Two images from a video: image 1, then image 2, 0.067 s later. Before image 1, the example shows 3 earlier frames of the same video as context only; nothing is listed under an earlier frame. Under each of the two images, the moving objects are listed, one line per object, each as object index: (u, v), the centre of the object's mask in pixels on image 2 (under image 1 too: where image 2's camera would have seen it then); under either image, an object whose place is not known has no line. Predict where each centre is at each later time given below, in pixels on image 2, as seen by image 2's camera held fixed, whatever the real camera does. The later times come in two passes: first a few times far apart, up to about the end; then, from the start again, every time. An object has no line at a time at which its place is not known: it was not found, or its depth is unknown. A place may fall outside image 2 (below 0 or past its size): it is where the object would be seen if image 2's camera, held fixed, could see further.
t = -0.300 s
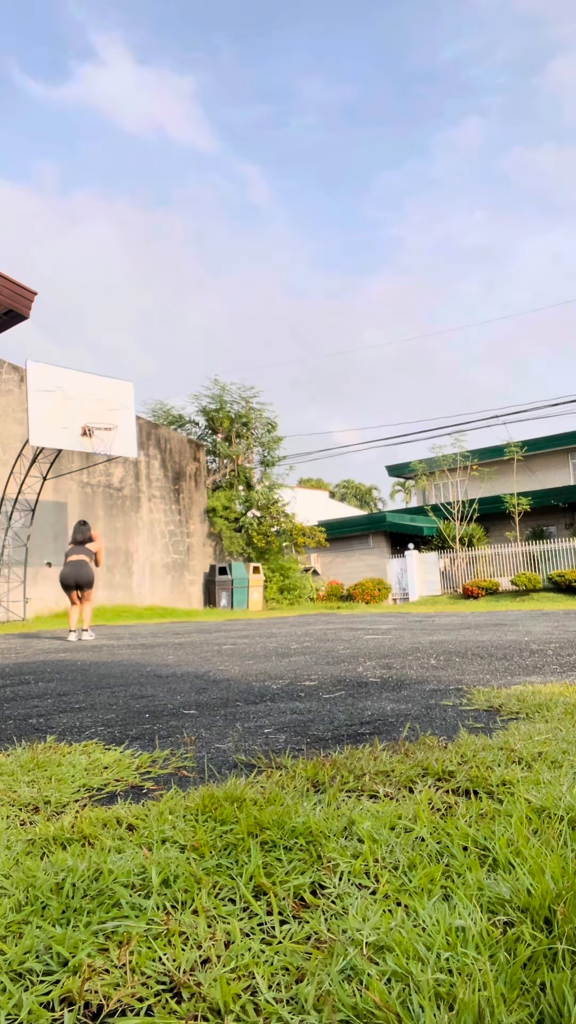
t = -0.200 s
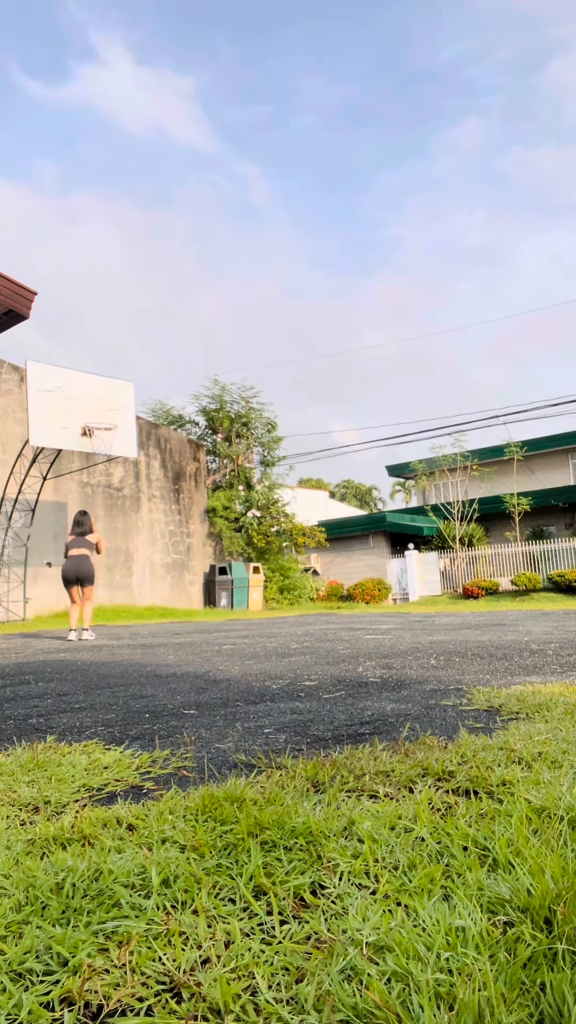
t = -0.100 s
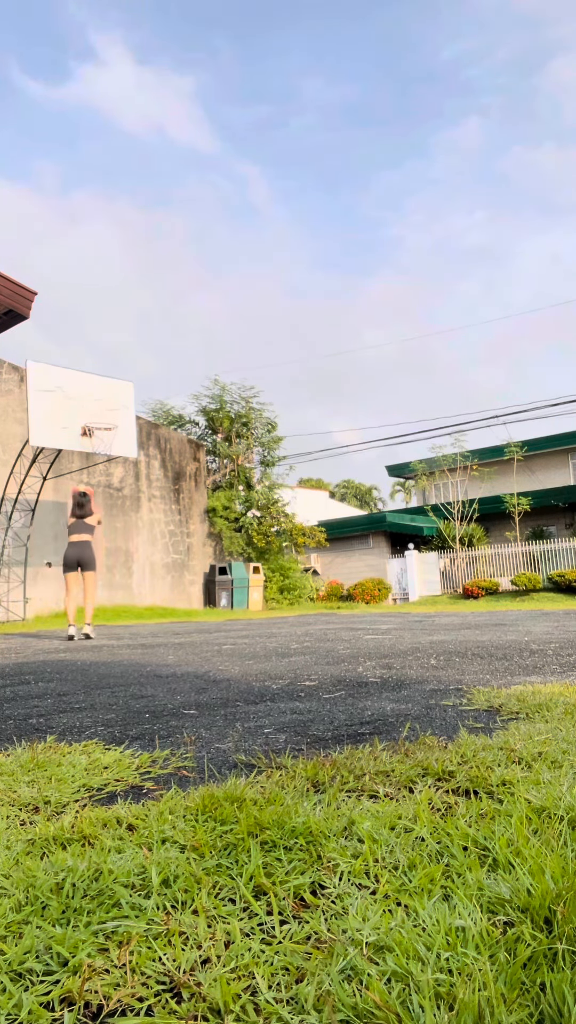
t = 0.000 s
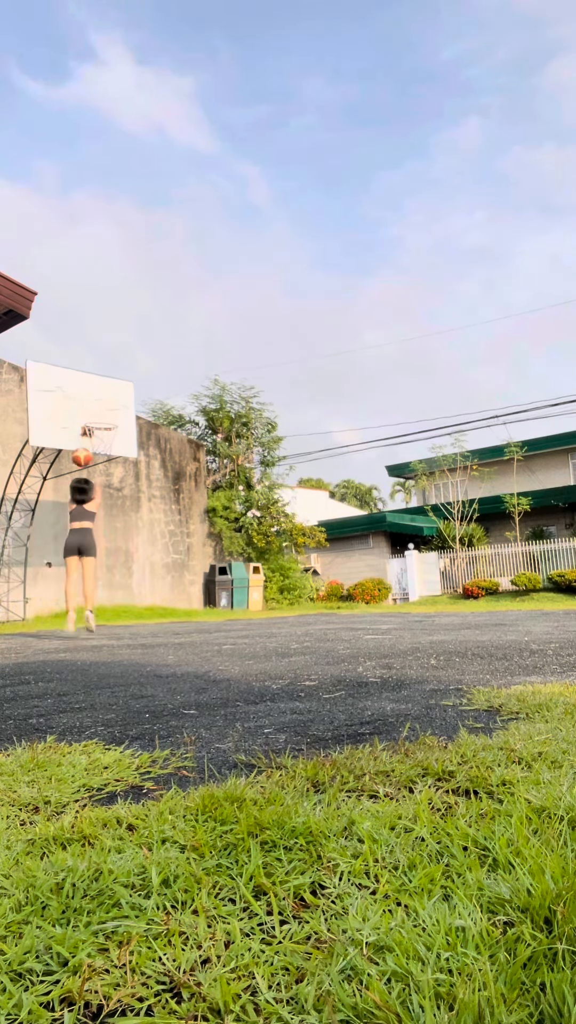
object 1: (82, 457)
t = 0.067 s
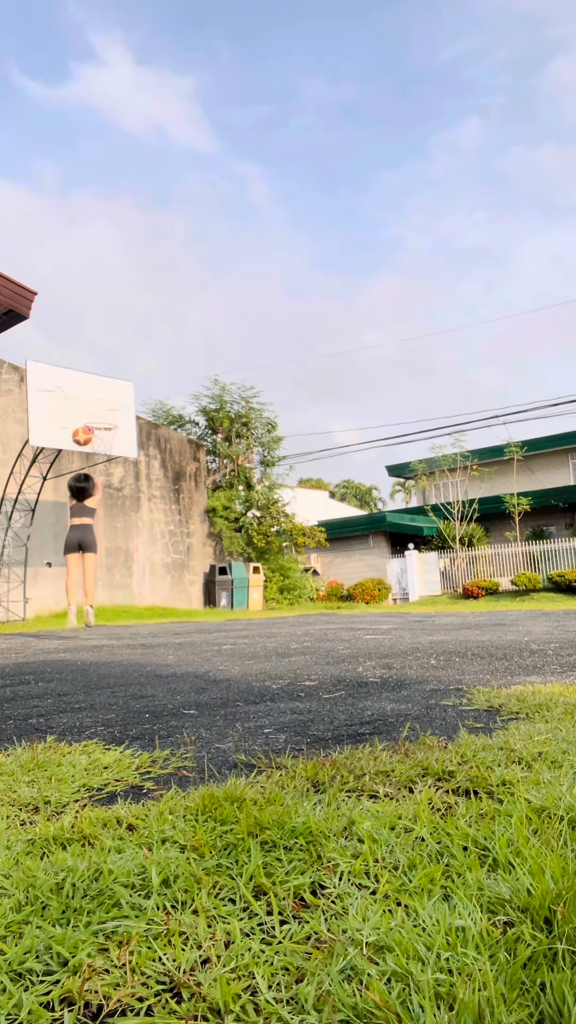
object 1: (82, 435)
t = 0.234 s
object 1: (82, 405)
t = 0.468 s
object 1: (83, 398)
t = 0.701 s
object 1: (85, 415)
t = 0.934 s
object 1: (95, 412)
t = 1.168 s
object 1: (105, 442)
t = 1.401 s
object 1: (110, 477)
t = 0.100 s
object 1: (82, 428)
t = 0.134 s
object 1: (82, 421)
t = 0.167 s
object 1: (82, 414)
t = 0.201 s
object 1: (82, 409)
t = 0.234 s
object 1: (82, 405)
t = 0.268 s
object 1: (82, 401)
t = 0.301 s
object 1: (82, 399)
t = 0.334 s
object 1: (82, 398)
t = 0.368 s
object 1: (82, 397)
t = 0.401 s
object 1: (82, 396)
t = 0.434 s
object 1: (82, 396)
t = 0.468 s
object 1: (83, 398)
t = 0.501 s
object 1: (83, 400)
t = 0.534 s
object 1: (83, 402)
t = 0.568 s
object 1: (84, 405)
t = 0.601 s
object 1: (84, 409)
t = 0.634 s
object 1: (84, 414)
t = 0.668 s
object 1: (84, 419)
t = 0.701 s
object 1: (85, 415)
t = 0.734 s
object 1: (87, 412)
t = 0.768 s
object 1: (88, 410)
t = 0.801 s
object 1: (90, 409)
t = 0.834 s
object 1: (91, 409)
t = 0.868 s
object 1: (92, 409)
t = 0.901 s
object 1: (94, 410)
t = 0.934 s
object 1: (95, 412)
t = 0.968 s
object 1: (96, 414)
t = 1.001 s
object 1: (98, 417)
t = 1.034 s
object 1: (100, 420)
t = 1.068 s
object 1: (102, 426)
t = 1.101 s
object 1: (103, 431)
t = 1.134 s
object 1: (103, 437)
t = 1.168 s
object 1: (105, 442)
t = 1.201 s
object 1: (106, 445)
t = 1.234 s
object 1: (106, 449)
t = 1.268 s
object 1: (107, 452)
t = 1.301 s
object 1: (107, 458)
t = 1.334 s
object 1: (108, 463)
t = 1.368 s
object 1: (109, 469)
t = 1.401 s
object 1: (110, 477)
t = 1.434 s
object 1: (111, 484)
